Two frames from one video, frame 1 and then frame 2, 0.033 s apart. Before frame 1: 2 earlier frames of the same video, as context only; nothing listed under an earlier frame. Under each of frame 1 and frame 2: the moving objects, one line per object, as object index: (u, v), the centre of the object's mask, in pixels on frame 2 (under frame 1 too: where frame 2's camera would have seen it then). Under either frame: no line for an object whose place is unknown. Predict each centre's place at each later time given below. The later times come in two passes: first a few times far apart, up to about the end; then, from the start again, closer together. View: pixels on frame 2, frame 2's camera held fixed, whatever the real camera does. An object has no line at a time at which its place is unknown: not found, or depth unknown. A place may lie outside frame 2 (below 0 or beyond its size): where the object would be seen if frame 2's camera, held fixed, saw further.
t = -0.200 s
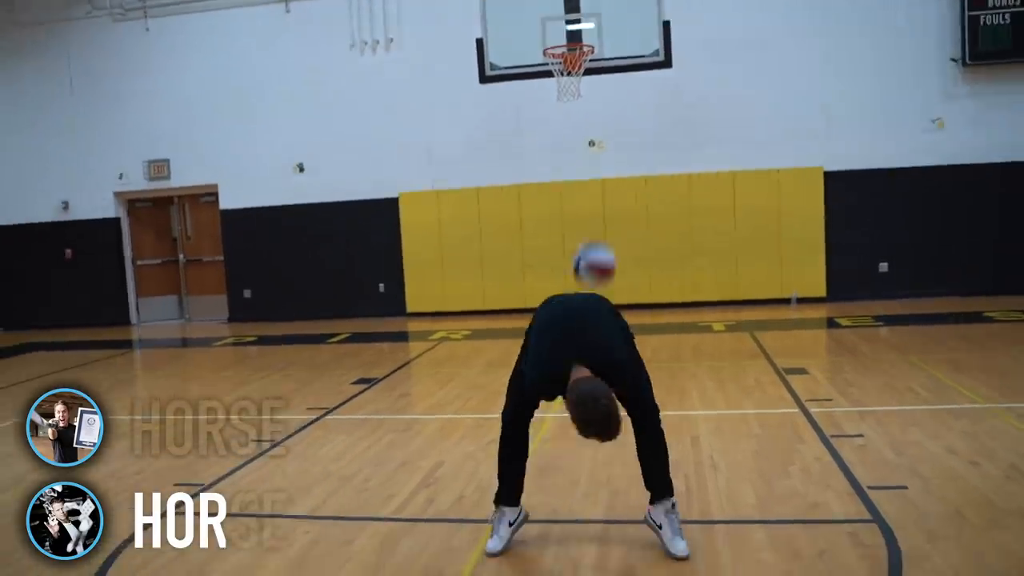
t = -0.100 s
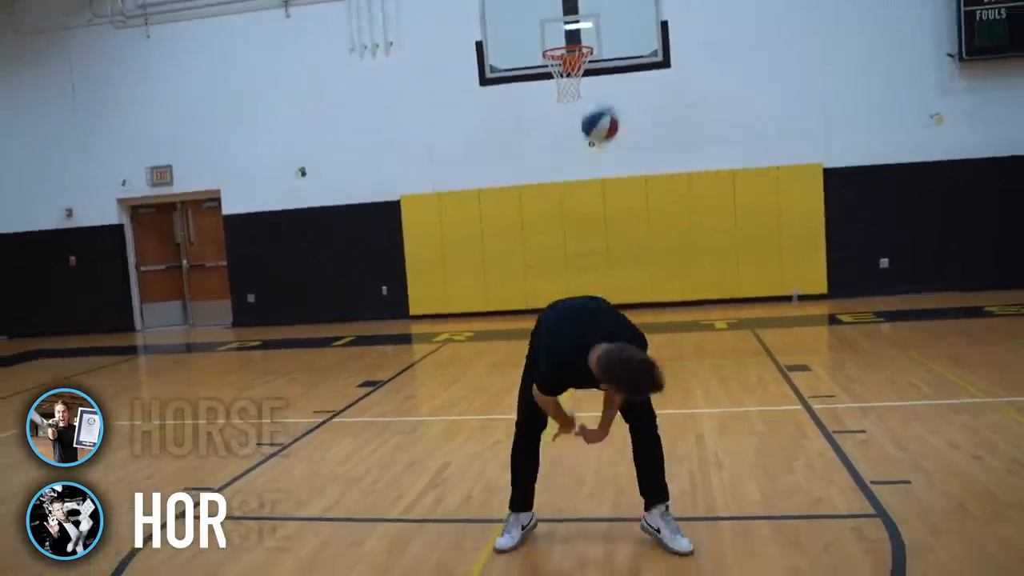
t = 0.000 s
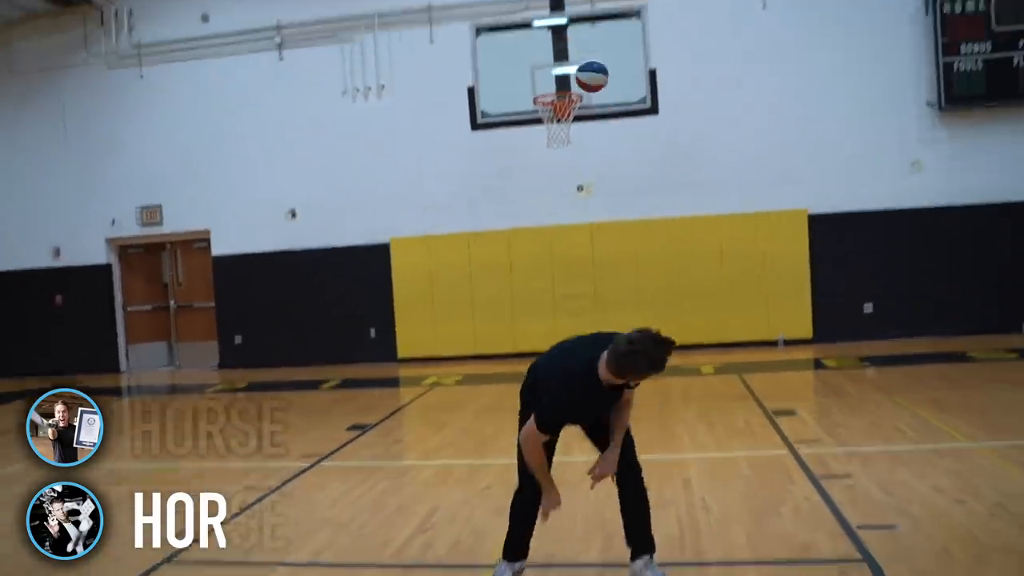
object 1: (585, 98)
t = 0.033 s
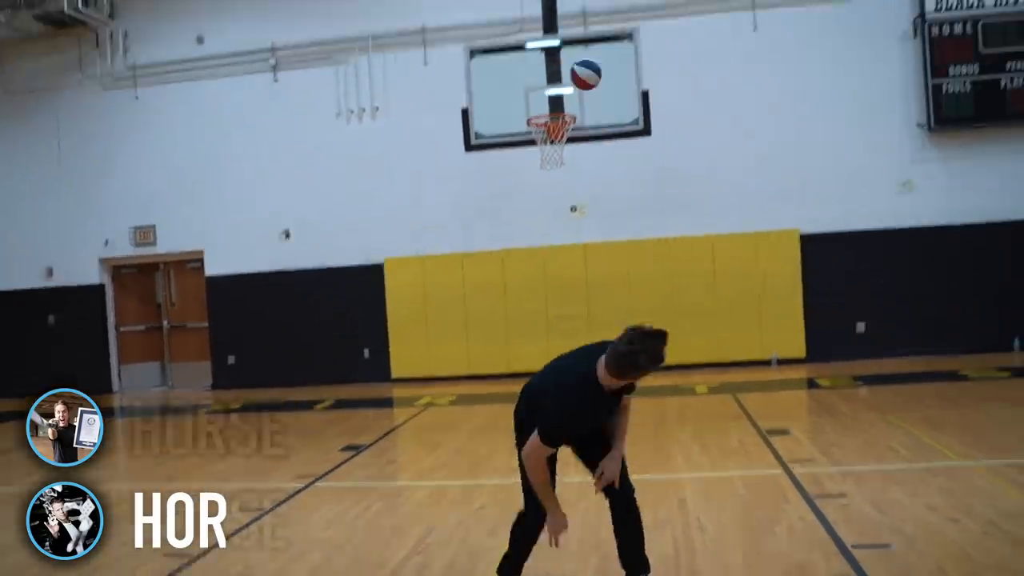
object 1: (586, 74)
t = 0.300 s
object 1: (592, -19)
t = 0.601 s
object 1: (598, -14)
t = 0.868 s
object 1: (605, 48)
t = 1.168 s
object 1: (615, 96)
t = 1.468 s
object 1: (631, 192)
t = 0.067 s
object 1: (586, 54)
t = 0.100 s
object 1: (587, 38)
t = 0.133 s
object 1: (587, 23)
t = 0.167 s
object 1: (588, 11)
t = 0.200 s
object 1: (589, 0)
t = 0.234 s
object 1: (590, -8)
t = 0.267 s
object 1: (590, -14)
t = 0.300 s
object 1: (592, -19)
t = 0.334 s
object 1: (592, -23)
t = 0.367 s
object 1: (593, -24)
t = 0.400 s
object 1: (593, -25)
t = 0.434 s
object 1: (593, -26)
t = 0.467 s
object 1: (594, -25)
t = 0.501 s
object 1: (595, -24)
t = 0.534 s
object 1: (597, -21)
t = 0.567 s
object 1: (598, -18)
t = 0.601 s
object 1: (598, -14)
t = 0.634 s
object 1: (599, -8)
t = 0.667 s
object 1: (599, -4)
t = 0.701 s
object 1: (600, 2)
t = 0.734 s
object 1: (601, 9)
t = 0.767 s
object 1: (603, 17)
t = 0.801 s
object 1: (603, 26)
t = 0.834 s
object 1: (603, 30)
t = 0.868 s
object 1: (605, 48)
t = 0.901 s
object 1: (605, 53)
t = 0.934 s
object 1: (606, 62)
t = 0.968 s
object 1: (607, 72)
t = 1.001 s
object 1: (609, 80)
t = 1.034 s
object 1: (610, 81)
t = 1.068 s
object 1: (611, 83)
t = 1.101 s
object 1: (613, 87)
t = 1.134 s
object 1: (614, 91)
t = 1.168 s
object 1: (615, 96)
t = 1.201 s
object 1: (617, 102)
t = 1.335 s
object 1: (623, 144)
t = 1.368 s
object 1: (624, 150)
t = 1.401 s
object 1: (626, 163)
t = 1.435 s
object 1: (628, 176)
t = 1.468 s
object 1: (631, 192)
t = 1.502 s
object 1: (633, 209)
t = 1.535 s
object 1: (636, 227)
